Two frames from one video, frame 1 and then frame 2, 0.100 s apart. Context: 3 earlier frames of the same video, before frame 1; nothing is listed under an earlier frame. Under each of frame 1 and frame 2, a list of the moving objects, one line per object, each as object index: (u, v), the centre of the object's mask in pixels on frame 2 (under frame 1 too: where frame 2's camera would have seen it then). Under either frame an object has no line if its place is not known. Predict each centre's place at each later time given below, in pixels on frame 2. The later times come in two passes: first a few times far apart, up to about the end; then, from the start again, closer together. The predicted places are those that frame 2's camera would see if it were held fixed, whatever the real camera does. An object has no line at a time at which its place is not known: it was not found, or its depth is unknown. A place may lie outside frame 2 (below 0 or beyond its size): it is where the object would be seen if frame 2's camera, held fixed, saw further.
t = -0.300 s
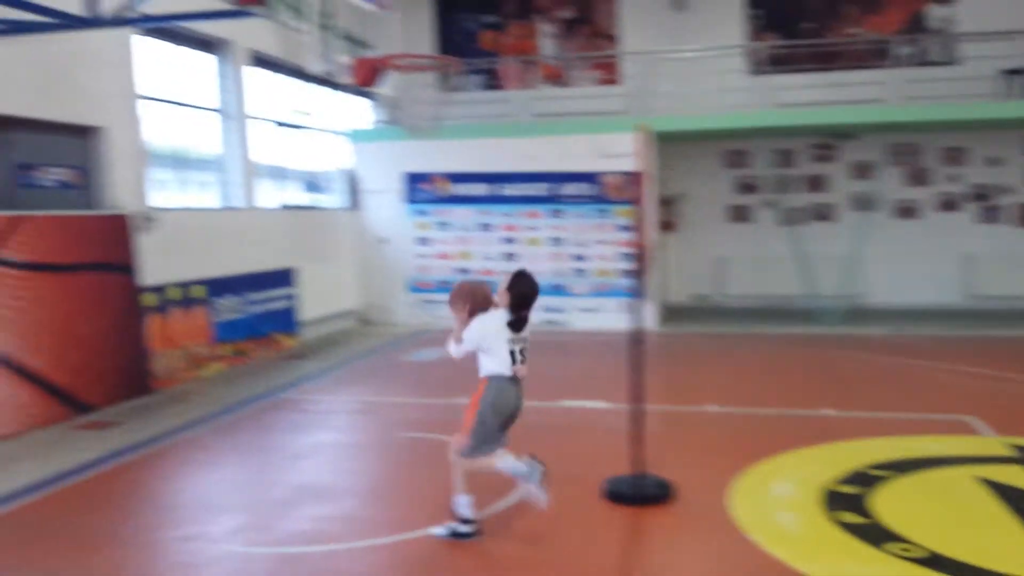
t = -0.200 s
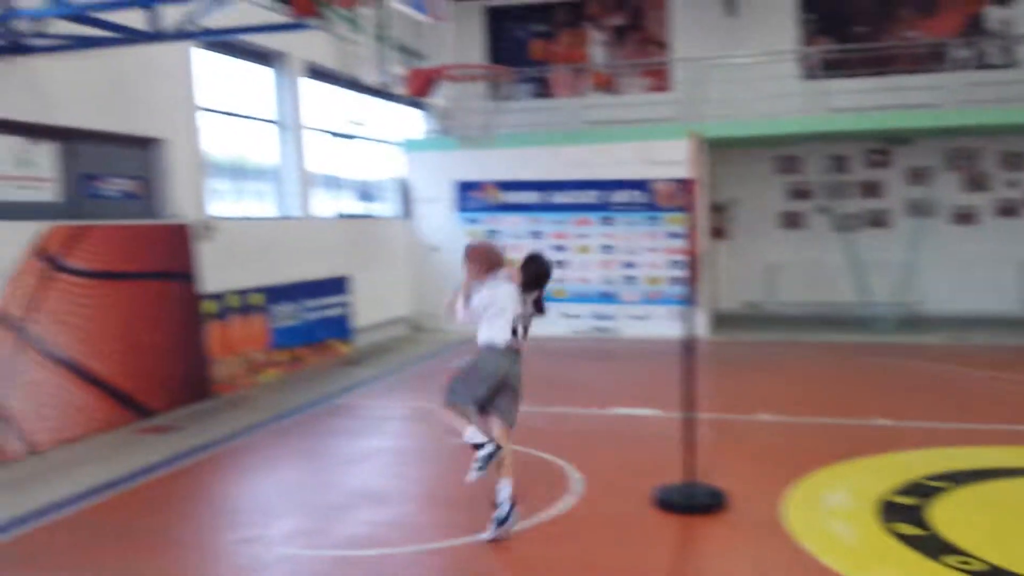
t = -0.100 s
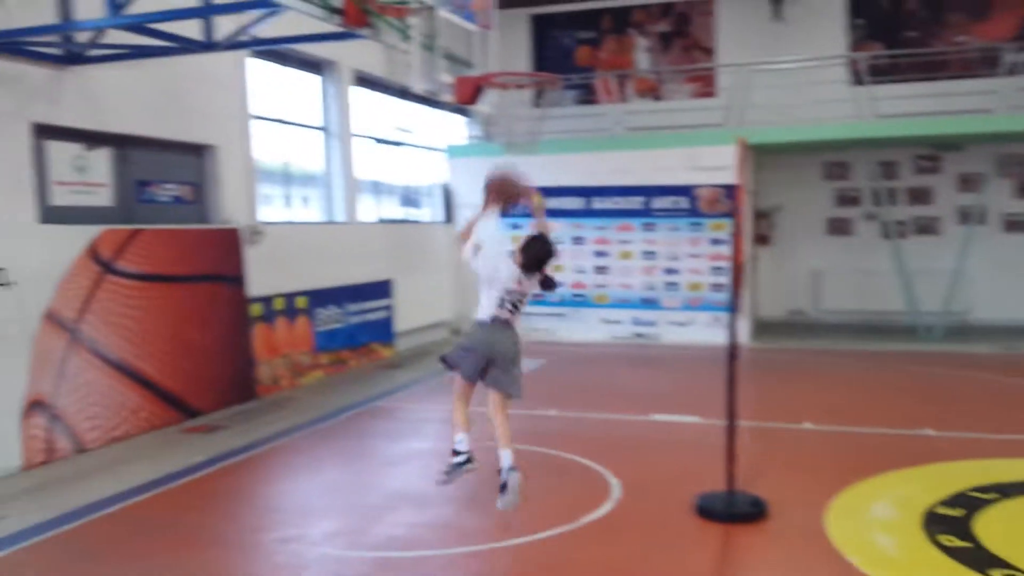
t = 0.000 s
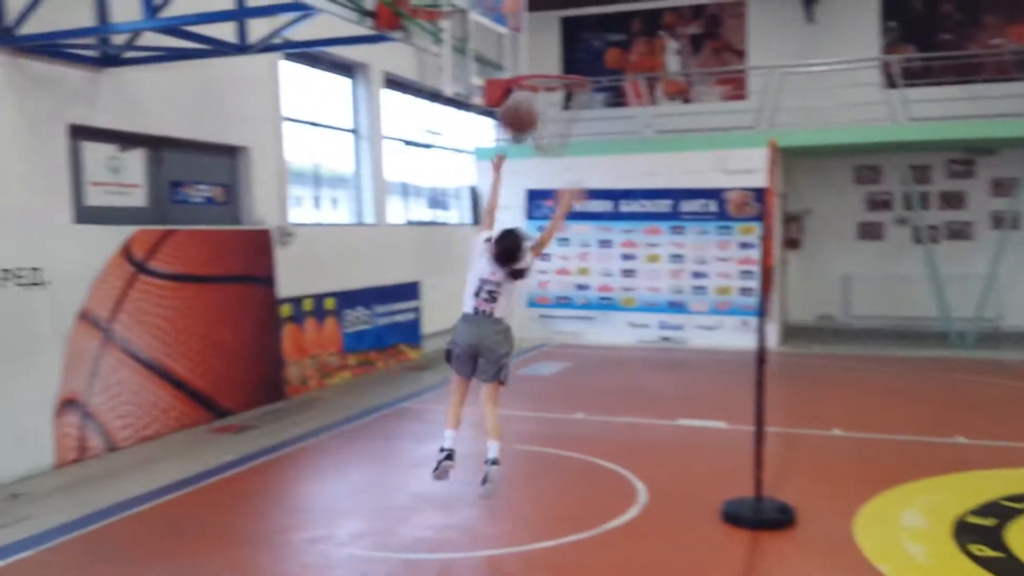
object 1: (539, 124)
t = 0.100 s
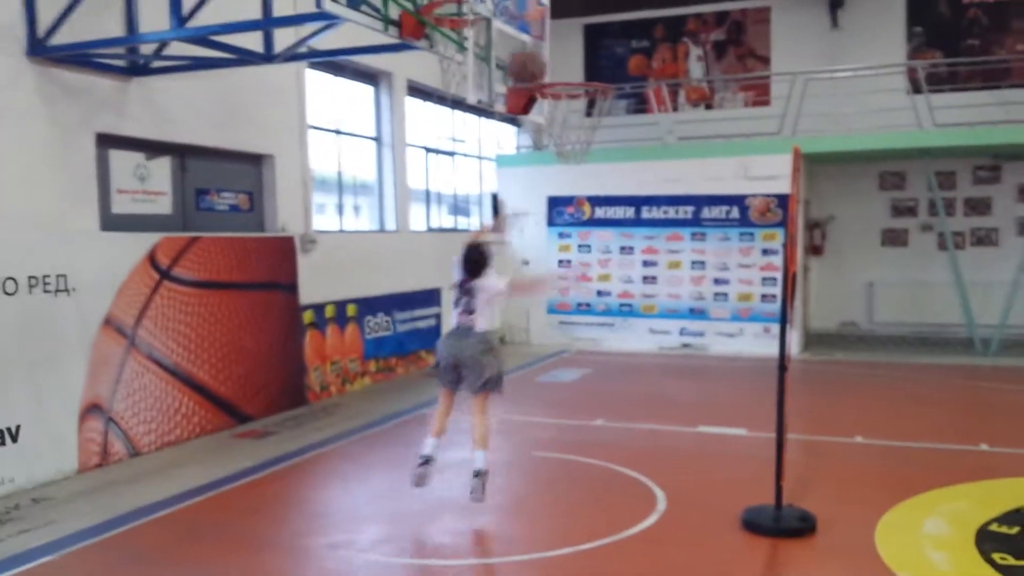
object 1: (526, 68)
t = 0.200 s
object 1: (518, 31)
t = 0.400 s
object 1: (562, 33)
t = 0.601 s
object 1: (582, 92)
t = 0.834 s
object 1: (538, 122)
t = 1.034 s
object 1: (566, 148)
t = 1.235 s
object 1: (609, 215)
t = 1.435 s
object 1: (655, 361)
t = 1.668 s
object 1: (702, 432)
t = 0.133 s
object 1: (523, 53)
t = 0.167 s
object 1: (519, 40)
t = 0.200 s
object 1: (518, 31)
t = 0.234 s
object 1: (526, 26)
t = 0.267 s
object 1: (534, 24)
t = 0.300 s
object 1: (541, 23)
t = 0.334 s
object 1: (548, 25)
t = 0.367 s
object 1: (556, 29)
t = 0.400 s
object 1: (562, 33)
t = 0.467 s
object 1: (577, 50)
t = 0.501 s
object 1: (584, 61)
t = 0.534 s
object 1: (591, 69)
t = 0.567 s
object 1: (593, 84)
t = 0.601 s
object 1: (582, 92)
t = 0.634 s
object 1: (565, 104)
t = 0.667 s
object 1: (556, 111)
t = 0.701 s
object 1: (547, 117)
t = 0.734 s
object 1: (542, 117)
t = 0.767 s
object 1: (539, 118)
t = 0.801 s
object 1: (537, 120)
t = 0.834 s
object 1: (538, 122)
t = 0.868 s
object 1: (539, 123)
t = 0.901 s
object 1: (542, 129)
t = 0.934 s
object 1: (546, 132)
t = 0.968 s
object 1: (552, 138)
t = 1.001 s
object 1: (556, 141)
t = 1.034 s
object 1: (566, 148)
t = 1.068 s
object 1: (573, 154)
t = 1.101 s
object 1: (581, 163)
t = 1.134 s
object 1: (588, 174)
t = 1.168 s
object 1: (595, 187)
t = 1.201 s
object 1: (602, 200)
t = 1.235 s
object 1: (609, 215)
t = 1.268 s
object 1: (617, 236)
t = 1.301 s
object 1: (624, 257)
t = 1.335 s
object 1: (631, 280)
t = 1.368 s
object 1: (640, 304)
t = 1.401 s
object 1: (647, 331)
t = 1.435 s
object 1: (655, 361)
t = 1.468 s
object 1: (663, 394)
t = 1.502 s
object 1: (672, 425)
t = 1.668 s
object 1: (702, 432)
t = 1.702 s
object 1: (706, 406)
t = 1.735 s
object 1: (711, 387)
